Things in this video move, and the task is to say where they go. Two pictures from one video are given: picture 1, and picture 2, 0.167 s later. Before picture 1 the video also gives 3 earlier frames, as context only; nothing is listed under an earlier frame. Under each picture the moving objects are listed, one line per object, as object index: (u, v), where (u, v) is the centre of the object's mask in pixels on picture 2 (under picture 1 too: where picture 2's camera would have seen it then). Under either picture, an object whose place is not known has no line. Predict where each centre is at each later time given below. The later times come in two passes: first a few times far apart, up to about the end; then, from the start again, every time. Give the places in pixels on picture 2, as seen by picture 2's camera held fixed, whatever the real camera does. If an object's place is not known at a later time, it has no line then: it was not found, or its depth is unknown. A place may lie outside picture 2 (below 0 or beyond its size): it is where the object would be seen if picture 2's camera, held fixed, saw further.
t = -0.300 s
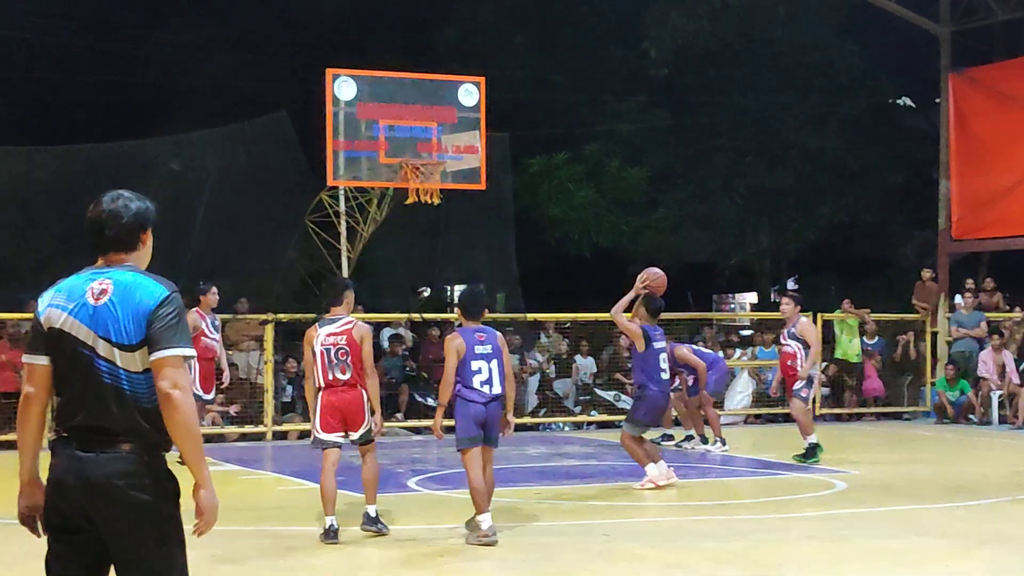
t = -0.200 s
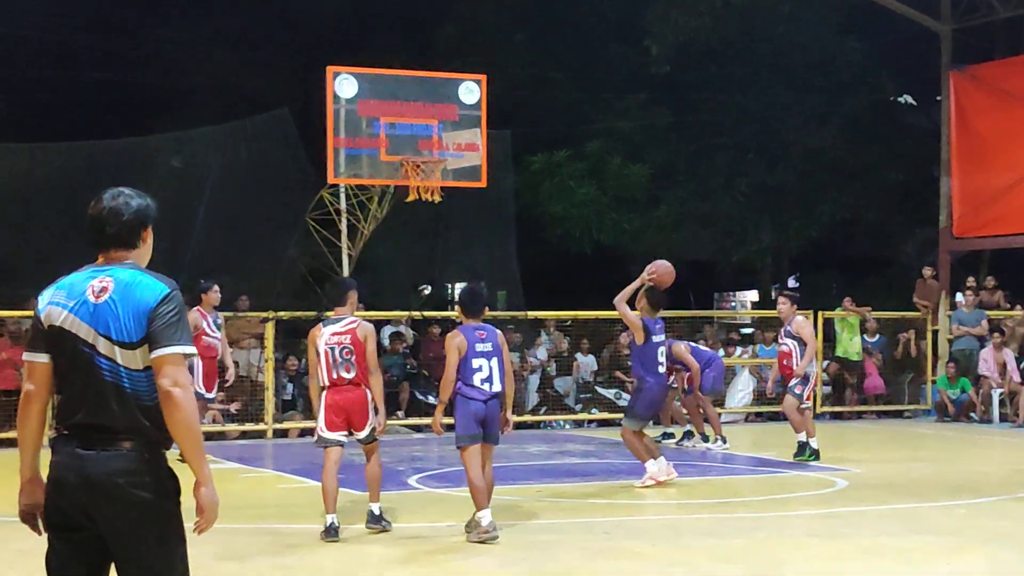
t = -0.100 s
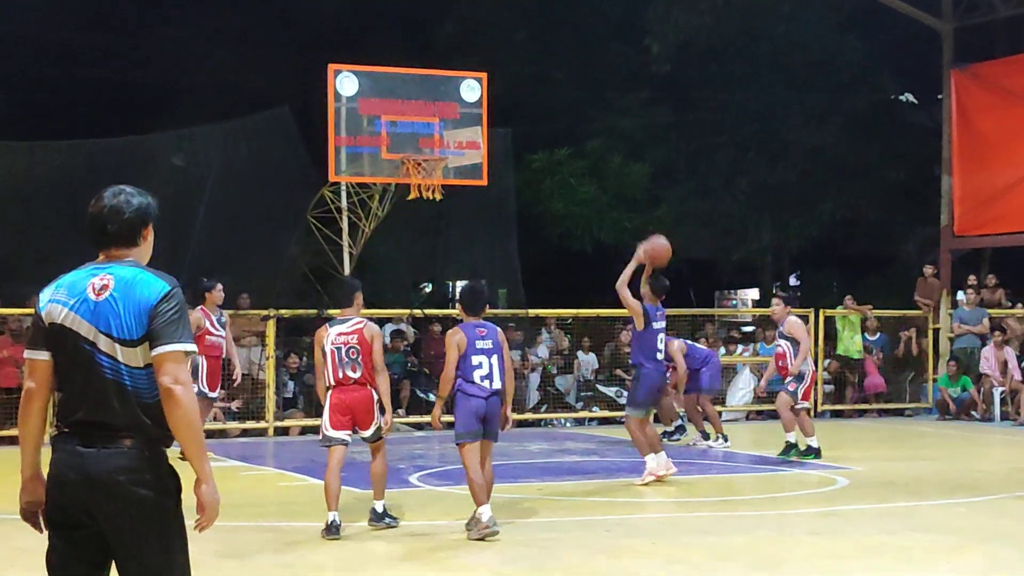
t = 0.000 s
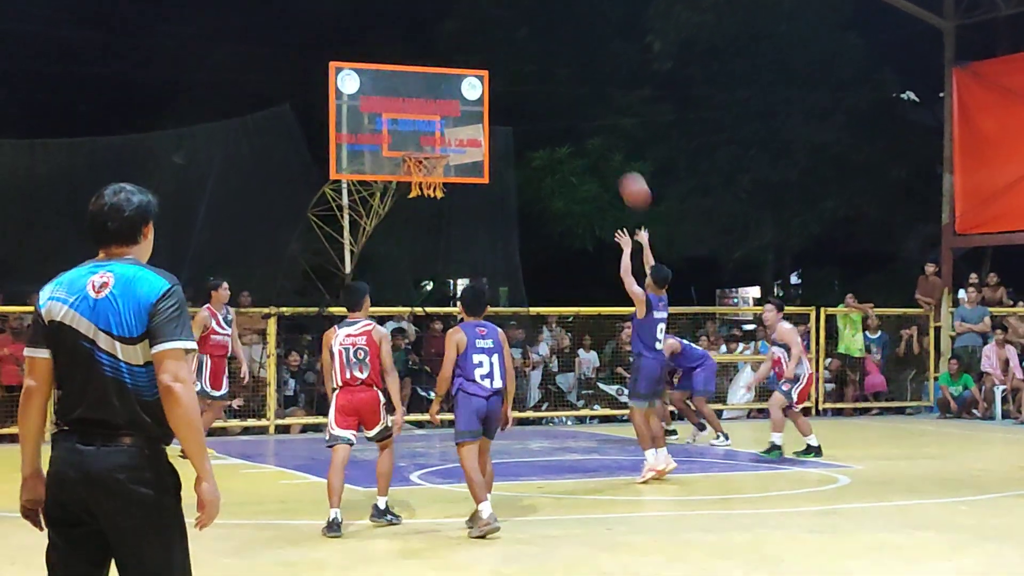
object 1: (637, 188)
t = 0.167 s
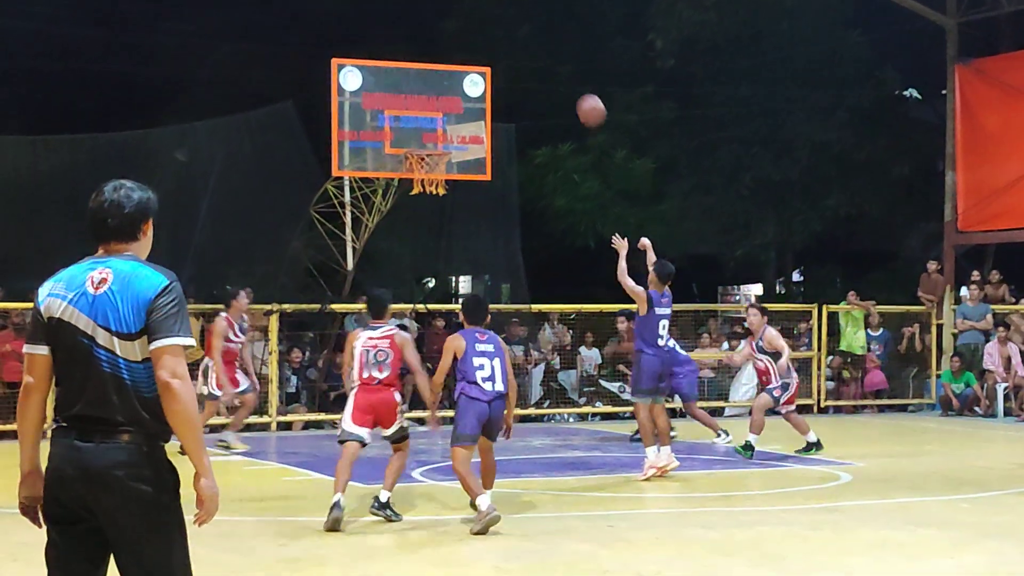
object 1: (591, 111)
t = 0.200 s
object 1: (582, 100)
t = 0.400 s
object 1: (533, 61)
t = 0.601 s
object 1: (489, 64)
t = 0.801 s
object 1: (450, 104)
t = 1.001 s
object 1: (422, 143)
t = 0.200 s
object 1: (582, 100)
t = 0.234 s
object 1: (574, 90)
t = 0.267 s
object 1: (566, 82)
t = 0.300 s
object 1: (557, 75)
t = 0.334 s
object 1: (549, 69)
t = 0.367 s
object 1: (541, 64)
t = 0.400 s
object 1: (533, 61)
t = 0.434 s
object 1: (525, 59)
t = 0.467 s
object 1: (517, 57)
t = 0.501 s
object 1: (510, 57)
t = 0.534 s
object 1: (503, 59)
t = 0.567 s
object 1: (496, 61)
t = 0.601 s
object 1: (489, 64)
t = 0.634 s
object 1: (483, 67)
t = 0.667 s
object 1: (475, 73)
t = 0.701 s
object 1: (467, 81)
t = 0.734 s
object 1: (460, 88)
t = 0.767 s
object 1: (454, 96)
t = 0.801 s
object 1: (450, 104)
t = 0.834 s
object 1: (443, 114)
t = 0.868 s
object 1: (435, 126)
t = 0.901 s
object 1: (429, 138)
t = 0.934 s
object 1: (426, 140)
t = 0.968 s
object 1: (424, 141)
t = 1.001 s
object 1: (422, 143)
